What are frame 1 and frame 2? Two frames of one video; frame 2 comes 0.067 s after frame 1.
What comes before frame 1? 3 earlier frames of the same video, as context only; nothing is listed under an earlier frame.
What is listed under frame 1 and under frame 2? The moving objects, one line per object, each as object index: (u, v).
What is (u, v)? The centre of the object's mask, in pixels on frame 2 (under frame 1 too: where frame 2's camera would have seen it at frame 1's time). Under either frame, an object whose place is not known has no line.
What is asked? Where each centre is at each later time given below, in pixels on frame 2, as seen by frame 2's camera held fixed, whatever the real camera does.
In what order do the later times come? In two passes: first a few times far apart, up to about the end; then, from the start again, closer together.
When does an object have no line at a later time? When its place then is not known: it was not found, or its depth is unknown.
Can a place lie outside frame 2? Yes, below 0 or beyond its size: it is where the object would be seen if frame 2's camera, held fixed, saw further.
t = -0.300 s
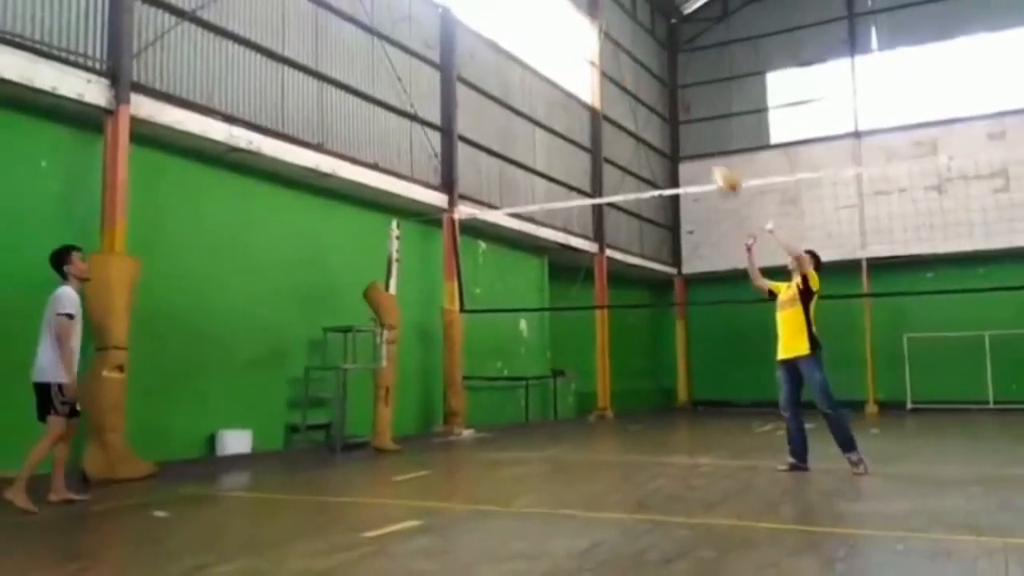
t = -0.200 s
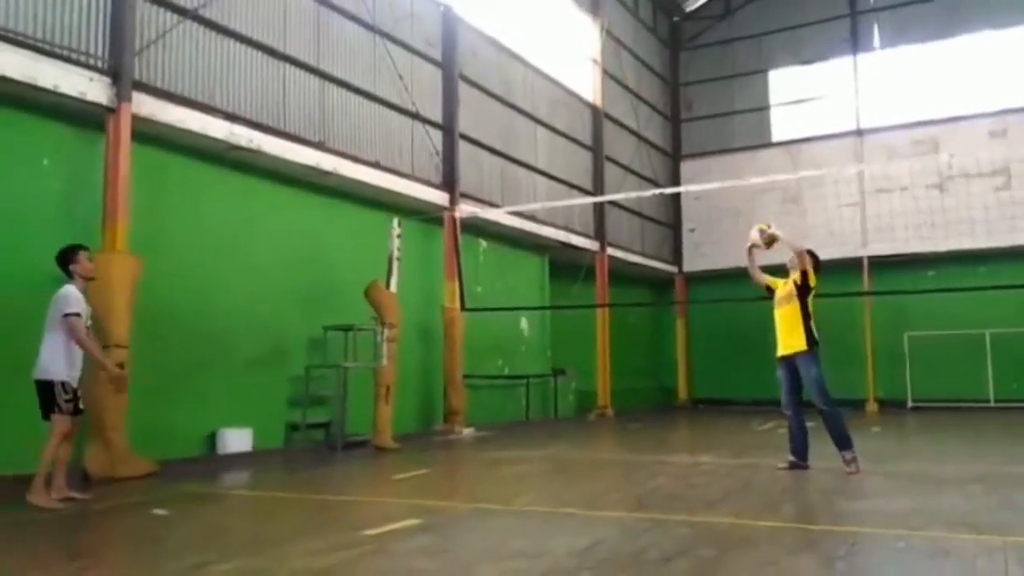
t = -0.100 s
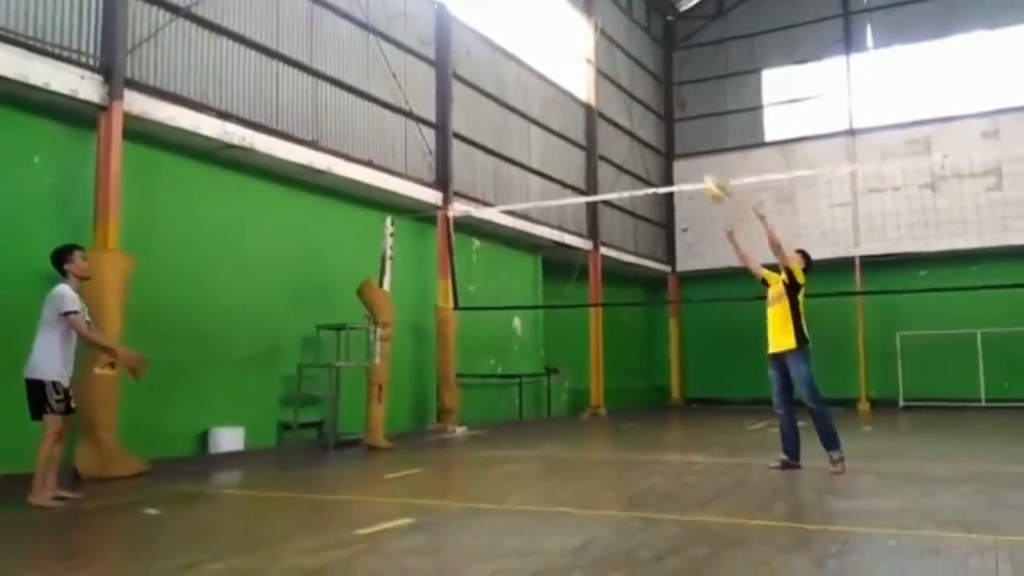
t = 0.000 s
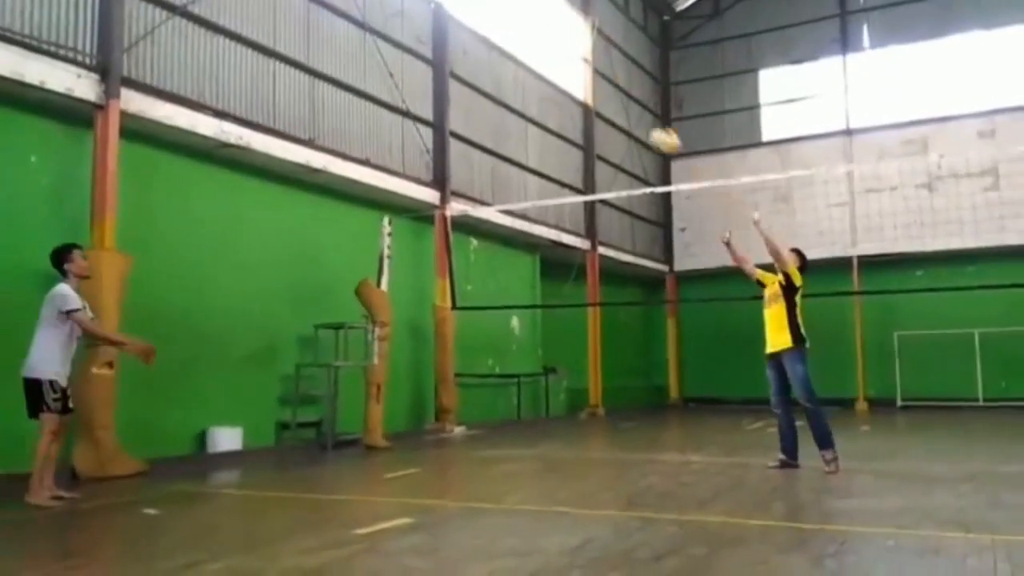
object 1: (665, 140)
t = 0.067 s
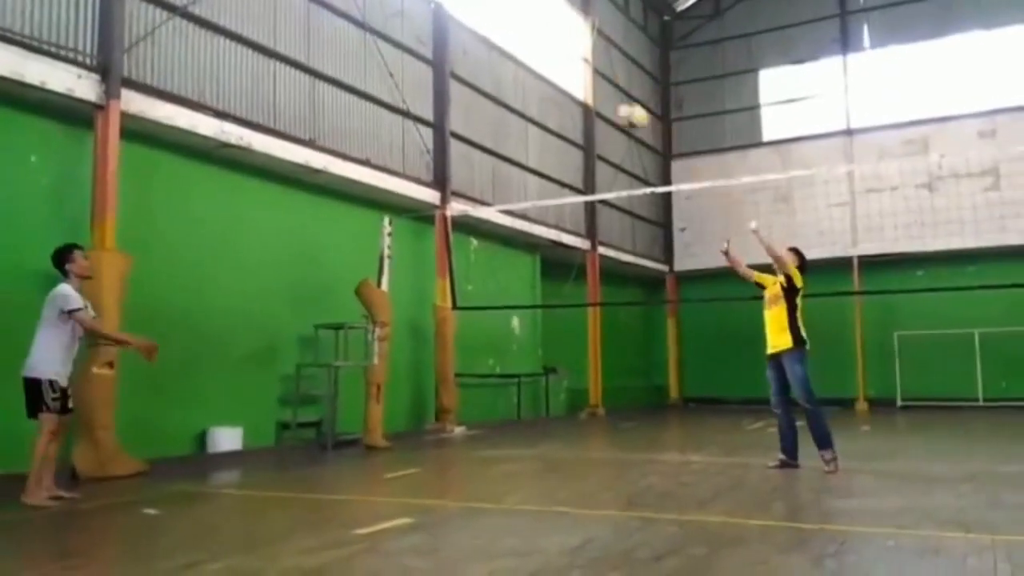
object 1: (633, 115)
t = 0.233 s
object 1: (550, 76)
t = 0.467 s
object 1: (438, 70)
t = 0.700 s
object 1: (319, 137)
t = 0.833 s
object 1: (271, 188)
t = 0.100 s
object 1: (616, 105)
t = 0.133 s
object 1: (601, 96)
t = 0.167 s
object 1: (586, 89)
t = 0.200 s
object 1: (567, 82)
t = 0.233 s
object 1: (550, 76)
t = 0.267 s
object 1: (537, 69)
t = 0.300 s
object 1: (517, 67)
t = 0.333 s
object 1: (502, 64)
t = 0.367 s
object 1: (486, 64)
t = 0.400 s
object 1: (470, 65)
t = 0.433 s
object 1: (454, 67)
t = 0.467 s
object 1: (438, 70)
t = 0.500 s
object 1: (421, 77)
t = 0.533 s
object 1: (404, 83)
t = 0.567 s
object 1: (388, 90)
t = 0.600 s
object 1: (372, 100)
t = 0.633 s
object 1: (355, 112)
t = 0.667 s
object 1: (339, 121)
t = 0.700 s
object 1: (319, 137)
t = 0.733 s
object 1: (303, 153)
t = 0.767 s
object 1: (286, 172)
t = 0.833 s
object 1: (271, 188)
